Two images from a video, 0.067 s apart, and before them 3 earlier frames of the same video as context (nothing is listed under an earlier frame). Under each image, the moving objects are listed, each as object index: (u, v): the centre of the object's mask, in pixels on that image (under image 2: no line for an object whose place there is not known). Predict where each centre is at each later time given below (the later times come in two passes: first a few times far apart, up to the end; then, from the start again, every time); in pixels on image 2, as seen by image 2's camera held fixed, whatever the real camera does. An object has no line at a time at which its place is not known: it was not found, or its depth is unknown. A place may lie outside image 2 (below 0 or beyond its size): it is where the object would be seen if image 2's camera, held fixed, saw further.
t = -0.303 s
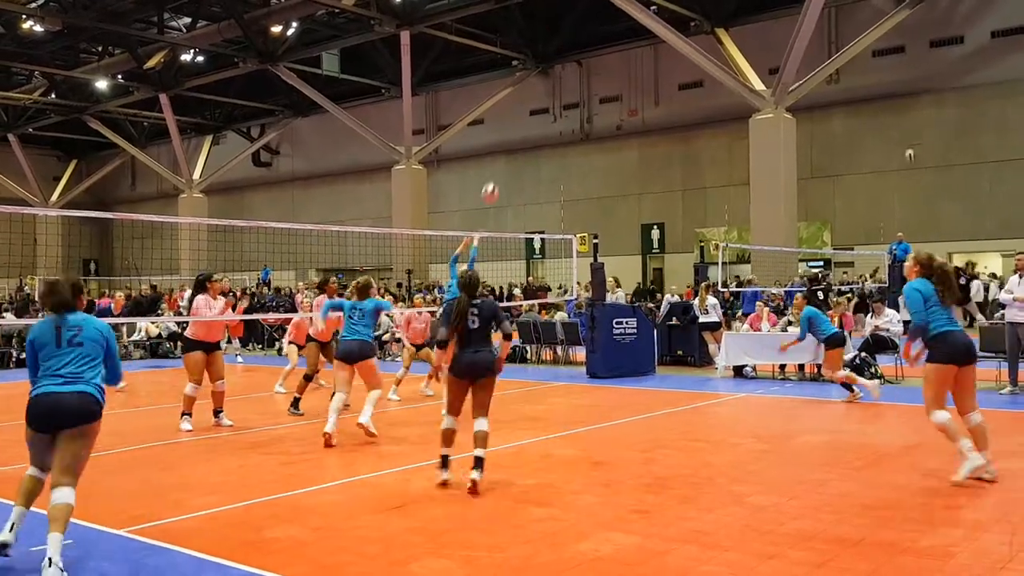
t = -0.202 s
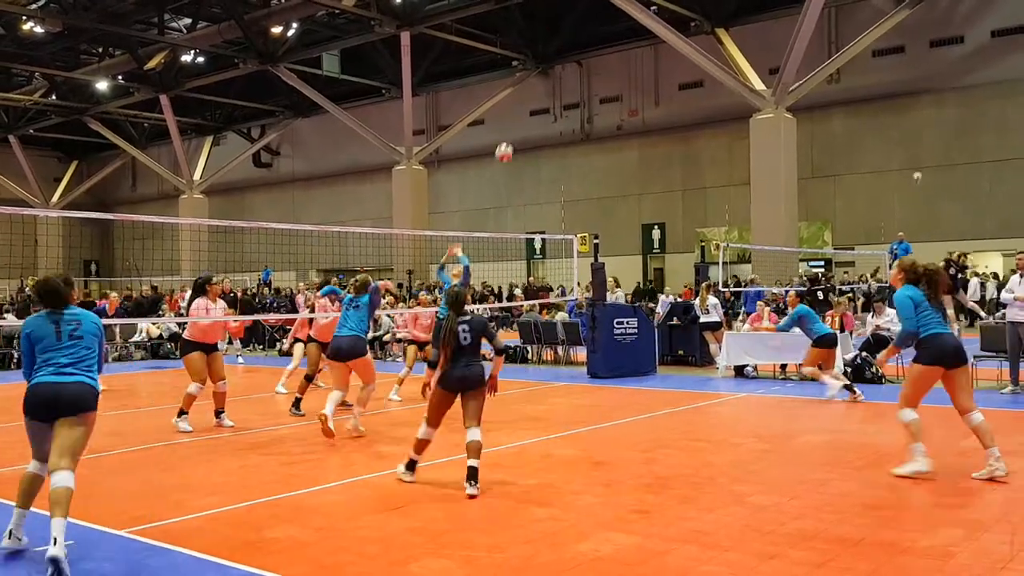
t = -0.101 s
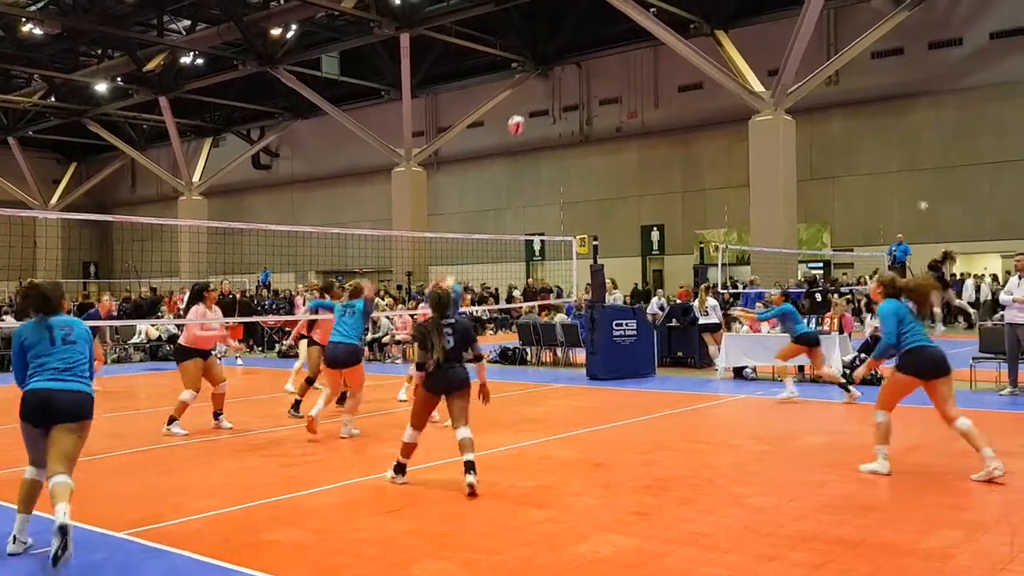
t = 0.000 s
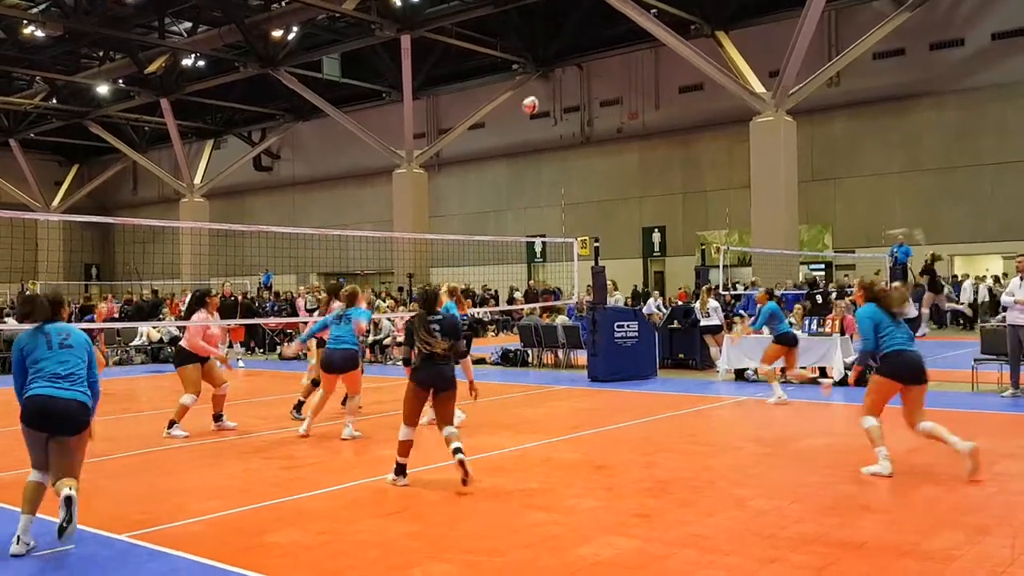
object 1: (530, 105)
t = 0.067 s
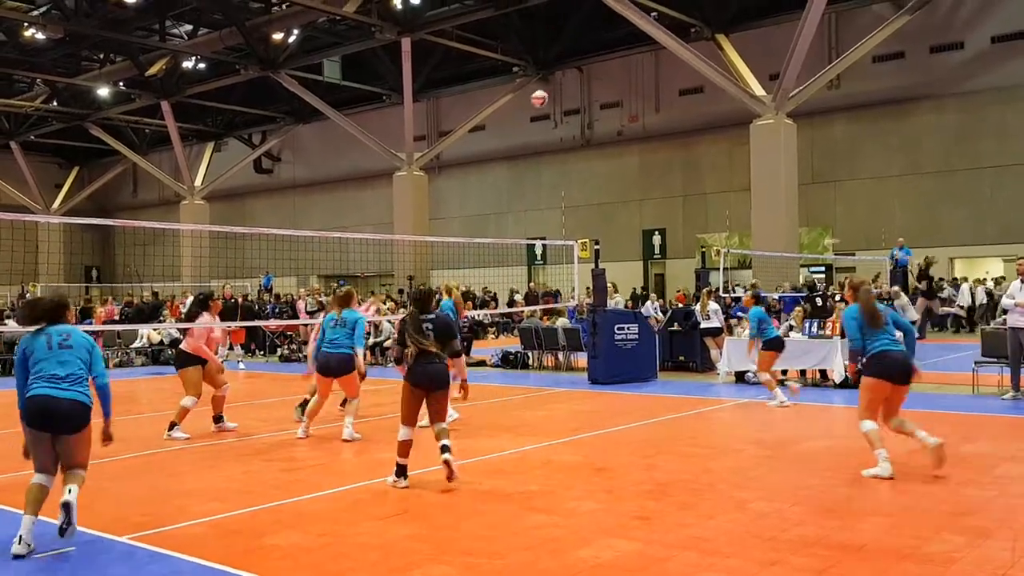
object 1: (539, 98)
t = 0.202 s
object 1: (555, 91)
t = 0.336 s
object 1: (570, 96)
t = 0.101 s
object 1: (543, 95)
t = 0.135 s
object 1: (547, 93)
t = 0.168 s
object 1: (552, 91)
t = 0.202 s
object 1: (555, 91)
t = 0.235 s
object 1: (559, 91)
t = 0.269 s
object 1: (562, 92)
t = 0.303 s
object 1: (567, 94)
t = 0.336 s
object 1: (570, 96)
